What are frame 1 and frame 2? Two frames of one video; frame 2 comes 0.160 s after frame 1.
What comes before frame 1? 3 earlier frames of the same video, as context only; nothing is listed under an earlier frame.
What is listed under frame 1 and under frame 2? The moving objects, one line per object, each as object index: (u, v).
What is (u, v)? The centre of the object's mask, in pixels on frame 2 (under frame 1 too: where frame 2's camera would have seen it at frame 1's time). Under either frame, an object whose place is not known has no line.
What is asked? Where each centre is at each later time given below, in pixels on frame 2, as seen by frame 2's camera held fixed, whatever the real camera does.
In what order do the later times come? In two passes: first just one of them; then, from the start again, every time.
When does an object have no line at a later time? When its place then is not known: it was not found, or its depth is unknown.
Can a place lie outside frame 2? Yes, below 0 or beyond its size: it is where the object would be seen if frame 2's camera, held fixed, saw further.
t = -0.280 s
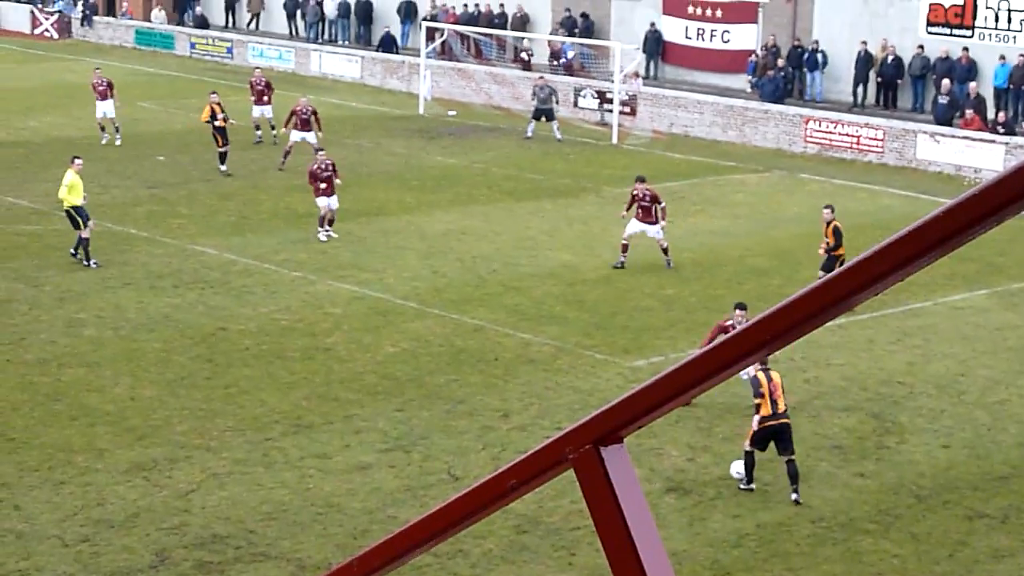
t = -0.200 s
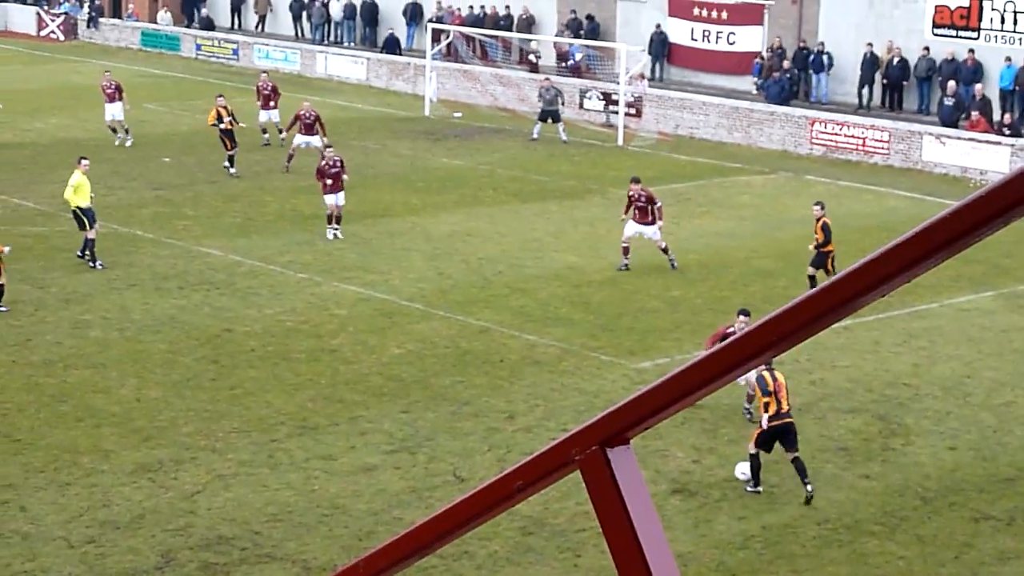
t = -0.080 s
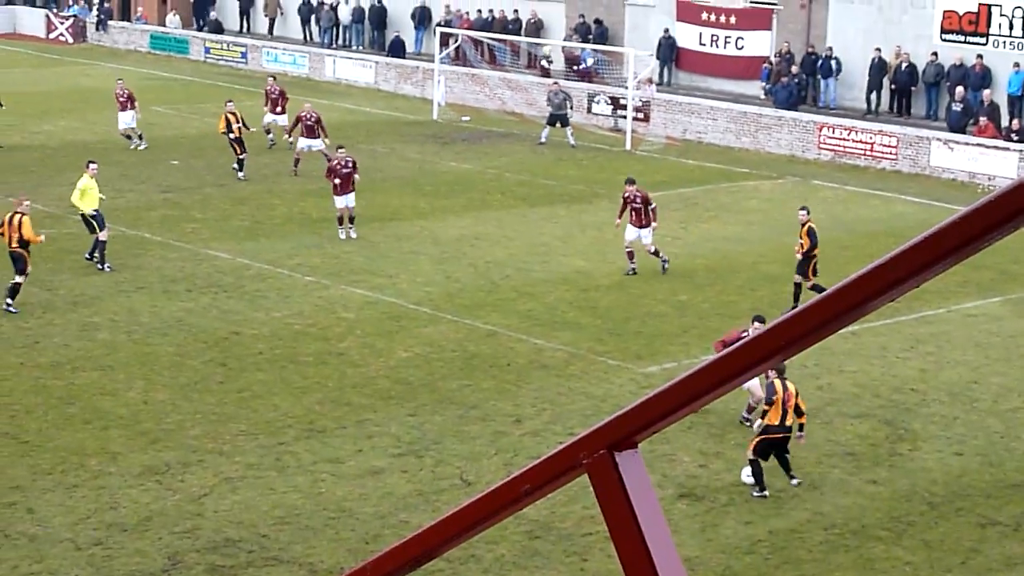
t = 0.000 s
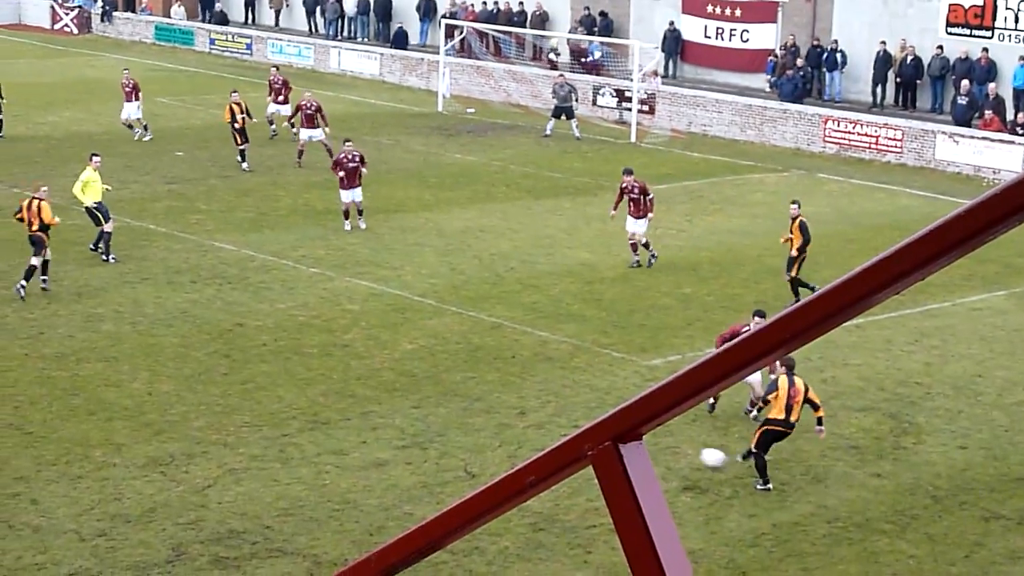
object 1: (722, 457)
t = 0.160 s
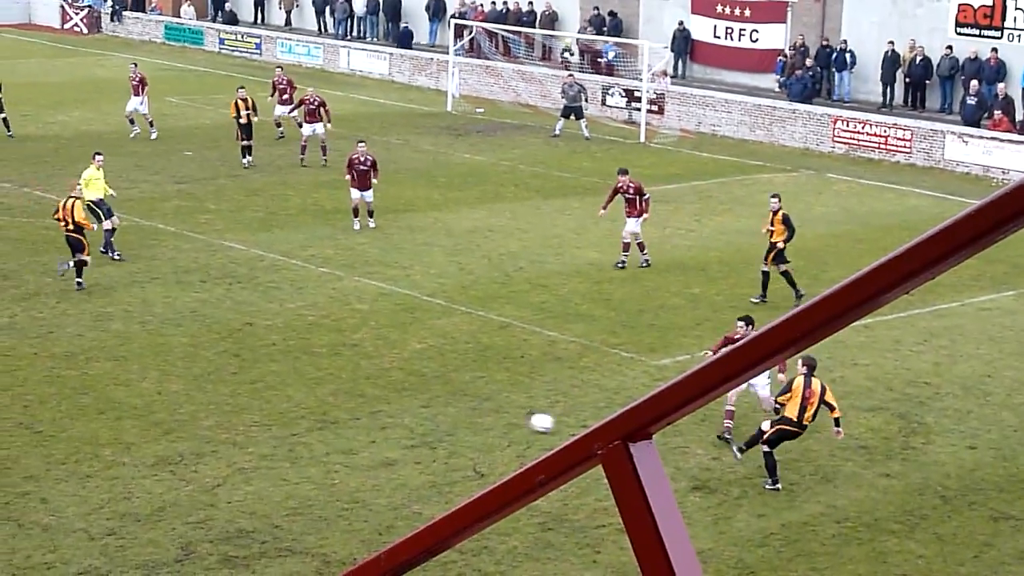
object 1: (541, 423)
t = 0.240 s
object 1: (463, 409)
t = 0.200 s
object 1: (501, 416)
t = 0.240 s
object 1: (463, 409)
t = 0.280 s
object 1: (426, 402)
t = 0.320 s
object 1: (390, 397)
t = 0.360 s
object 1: (357, 390)
